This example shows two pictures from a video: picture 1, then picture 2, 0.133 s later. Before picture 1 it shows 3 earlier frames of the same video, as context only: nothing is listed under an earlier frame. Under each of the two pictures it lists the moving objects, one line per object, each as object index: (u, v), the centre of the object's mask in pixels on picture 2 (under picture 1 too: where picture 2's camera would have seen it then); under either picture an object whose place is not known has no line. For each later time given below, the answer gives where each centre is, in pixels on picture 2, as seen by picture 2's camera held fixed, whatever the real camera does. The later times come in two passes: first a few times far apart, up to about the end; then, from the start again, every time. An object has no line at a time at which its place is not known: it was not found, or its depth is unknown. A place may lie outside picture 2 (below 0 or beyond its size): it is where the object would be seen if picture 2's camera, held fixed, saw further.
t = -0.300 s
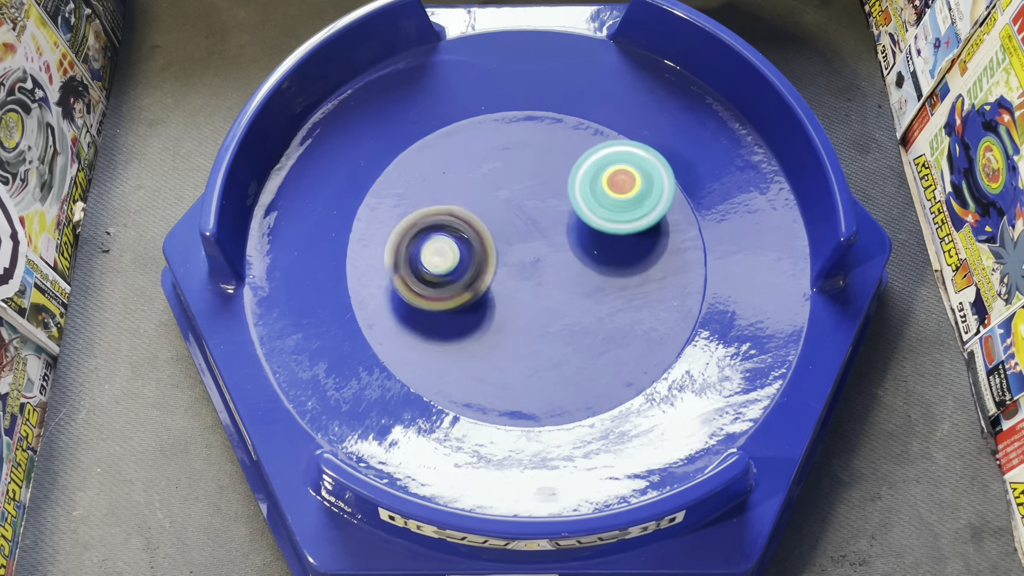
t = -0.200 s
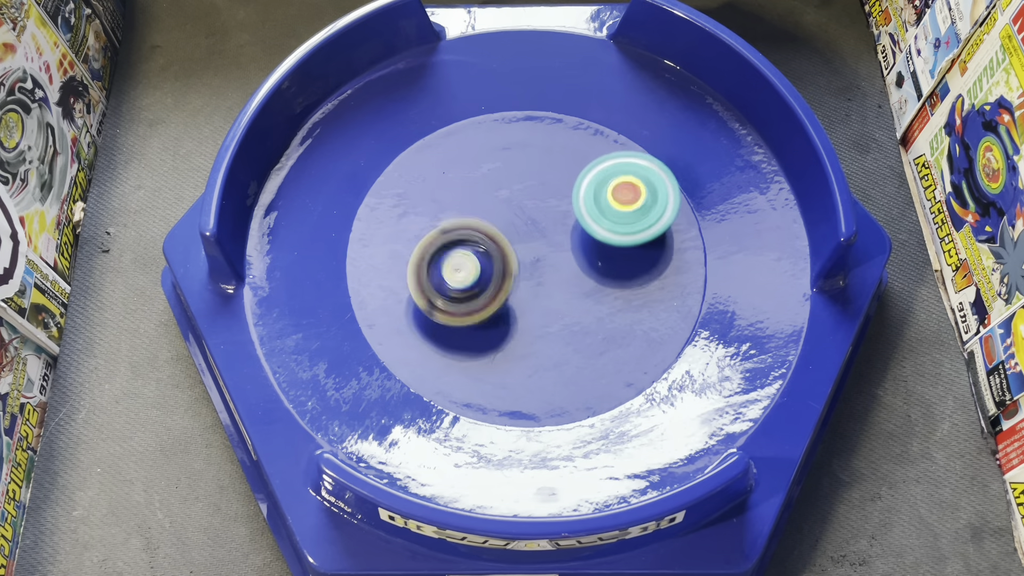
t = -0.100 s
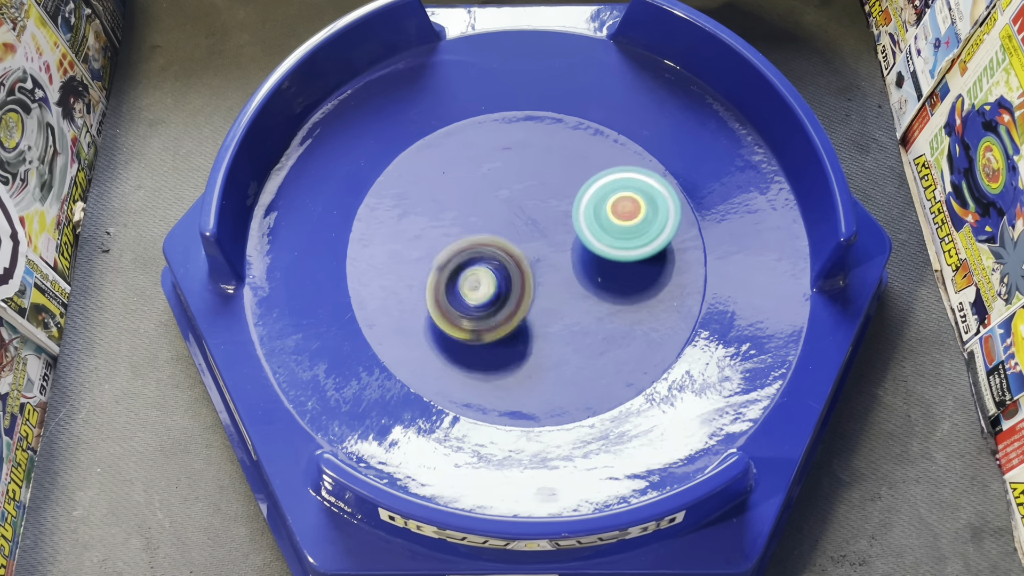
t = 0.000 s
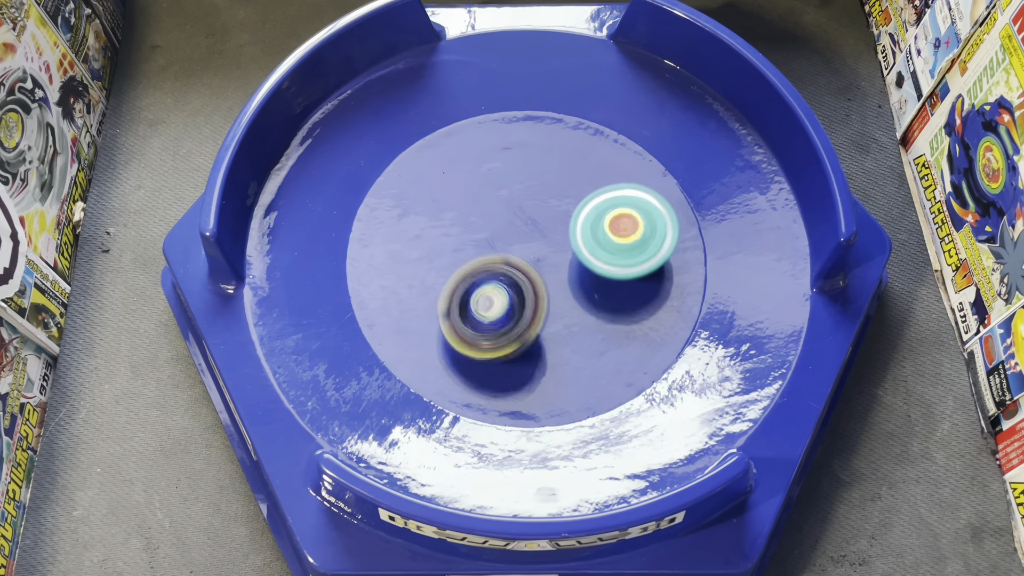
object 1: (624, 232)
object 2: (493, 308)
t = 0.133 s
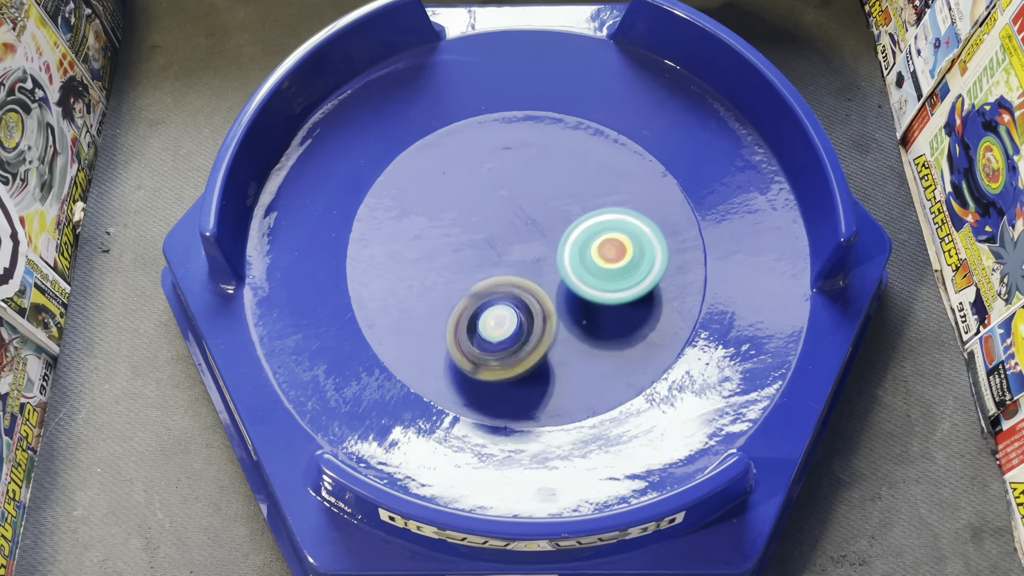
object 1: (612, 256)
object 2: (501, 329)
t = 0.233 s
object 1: (600, 274)
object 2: (502, 340)
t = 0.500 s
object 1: (609, 295)
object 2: (453, 367)
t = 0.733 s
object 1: (596, 312)
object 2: (471, 373)
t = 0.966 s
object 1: (568, 319)
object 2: (475, 364)
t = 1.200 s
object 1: (576, 302)
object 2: (474, 307)
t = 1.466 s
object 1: (619, 272)
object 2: (506, 231)
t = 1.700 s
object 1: (636, 266)
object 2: (549, 170)
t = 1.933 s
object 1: (638, 269)
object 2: (582, 173)
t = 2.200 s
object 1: (605, 310)
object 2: (599, 178)
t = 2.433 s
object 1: (557, 341)
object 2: (582, 234)
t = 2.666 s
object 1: (462, 424)
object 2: (628, 180)
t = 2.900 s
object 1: (437, 396)
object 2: (613, 170)
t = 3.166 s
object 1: (462, 331)
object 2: (594, 170)
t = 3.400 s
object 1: (517, 293)
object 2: (571, 159)
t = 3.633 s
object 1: (583, 285)
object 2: (564, 170)
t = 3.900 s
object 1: (644, 320)
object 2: (542, 160)
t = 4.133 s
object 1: (661, 367)
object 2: (517, 172)
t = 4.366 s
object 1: (623, 378)
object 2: (490, 178)
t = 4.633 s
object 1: (562, 341)
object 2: (489, 193)
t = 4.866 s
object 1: (549, 285)
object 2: (474, 193)
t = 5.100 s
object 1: (574, 235)
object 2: (466, 203)
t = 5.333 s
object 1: (626, 213)
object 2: (475, 209)
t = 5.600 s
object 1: (683, 236)
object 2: (460, 221)
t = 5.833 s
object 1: (686, 280)
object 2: (460, 227)
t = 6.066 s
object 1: (639, 311)
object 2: (483, 239)
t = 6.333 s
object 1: (570, 292)
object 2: (473, 246)
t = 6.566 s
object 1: (552, 263)
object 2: (464, 236)
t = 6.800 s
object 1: (579, 232)
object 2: (477, 234)
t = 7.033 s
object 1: (626, 229)
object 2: (508, 220)
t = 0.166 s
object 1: (608, 262)
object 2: (501, 333)
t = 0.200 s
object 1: (604, 268)
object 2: (502, 337)
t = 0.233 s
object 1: (600, 274)
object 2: (502, 340)
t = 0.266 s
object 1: (597, 278)
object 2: (501, 342)
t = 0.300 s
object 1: (593, 283)
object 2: (499, 344)
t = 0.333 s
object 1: (603, 283)
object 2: (481, 353)
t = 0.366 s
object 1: (606, 285)
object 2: (472, 360)
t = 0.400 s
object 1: (607, 287)
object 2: (461, 365)
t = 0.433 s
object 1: (608, 288)
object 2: (457, 366)
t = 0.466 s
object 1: (609, 292)
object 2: (453, 366)
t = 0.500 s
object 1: (609, 295)
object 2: (453, 367)
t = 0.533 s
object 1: (607, 298)
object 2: (456, 366)
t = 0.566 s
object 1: (605, 301)
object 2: (458, 367)
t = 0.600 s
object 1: (603, 303)
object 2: (462, 368)
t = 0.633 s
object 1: (601, 305)
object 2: (464, 369)
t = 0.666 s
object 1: (600, 308)
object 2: (467, 370)
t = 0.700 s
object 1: (599, 310)
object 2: (468, 372)
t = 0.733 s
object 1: (596, 312)
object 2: (471, 373)
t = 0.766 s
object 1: (593, 314)
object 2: (472, 374)
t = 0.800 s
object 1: (590, 315)
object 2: (473, 376)
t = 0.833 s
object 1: (586, 316)
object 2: (473, 376)
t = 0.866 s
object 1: (582, 318)
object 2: (473, 376)
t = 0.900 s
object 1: (578, 318)
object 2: (474, 373)
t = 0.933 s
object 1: (573, 319)
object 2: (474, 369)
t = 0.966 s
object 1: (568, 319)
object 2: (475, 364)
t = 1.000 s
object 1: (572, 318)
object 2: (468, 358)
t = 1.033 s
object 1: (575, 316)
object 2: (459, 352)
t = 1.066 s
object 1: (576, 314)
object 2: (456, 344)
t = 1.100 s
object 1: (576, 312)
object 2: (458, 337)
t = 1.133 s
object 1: (576, 310)
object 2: (463, 328)
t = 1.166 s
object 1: (576, 306)
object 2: (468, 319)
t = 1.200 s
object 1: (576, 302)
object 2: (474, 307)
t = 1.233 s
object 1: (592, 301)
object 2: (465, 296)
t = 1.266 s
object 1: (600, 299)
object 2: (462, 284)
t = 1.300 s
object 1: (604, 295)
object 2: (464, 275)
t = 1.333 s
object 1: (608, 290)
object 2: (469, 265)
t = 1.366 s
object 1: (612, 285)
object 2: (478, 257)
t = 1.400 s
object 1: (615, 281)
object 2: (486, 247)
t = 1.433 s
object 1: (617, 277)
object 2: (497, 238)
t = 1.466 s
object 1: (619, 272)
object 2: (506, 231)
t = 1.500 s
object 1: (619, 267)
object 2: (517, 221)
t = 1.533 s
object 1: (619, 262)
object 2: (527, 215)
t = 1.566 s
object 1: (619, 257)
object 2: (536, 206)
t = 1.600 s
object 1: (623, 259)
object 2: (542, 199)
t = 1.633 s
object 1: (629, 264)
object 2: (544, 184)
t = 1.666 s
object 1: (633, 266)
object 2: (545, 176)
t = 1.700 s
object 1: (636, 266)
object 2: (549, 170)
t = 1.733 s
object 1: (638, 267)
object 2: (554, 165)
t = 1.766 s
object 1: (639, 268)
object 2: (557, 166)
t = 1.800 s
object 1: (640, 268)
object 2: (561, 165)
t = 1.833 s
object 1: (641, 268)
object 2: (566, 166)
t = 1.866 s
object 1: (641, 269)
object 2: (571, 167)
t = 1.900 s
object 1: (640, 269)
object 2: (577, 170)
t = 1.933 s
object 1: (638, 269)
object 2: (582, 173)
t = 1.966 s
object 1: (636, 269)
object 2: (588, 176)
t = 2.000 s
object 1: (632, 269)
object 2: (594, 179)
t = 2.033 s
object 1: (628, 277)
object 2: (597, 179)
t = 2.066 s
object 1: (623, 287)
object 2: (599, 176)
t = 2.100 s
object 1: (618, 293)
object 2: (599, 174)
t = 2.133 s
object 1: (614, 299)
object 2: (599, 174)
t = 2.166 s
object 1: (610, 304)
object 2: (599, 175)
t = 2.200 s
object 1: (605, 310)
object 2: (599, 178)
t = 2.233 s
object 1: (600, 315)
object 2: (600, 183)
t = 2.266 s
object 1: (595, 319)
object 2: (599, 190)
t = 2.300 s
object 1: (589, 323)
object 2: (598, 198)
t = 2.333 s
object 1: (583, 327)
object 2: (596, 207)
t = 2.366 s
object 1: (576, 330)
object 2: (592, 217)
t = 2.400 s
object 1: (568, 332)
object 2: (586, 228)
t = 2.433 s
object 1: (557, 341)
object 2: (582, 234)
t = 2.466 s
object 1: (527, 373)
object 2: (598, 211)
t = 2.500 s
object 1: (504, 395)
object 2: (612, 195)
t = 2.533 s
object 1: (486, 409)
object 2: (623, 187)
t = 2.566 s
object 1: (477, 414)
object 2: (626, 183)
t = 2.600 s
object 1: (473, 418)
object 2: (625, 181)
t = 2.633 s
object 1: (468, 421)
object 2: (627, 180)
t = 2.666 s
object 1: (462, 424)
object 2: (628, 180)
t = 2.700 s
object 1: (455, 425)
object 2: (626, 183)
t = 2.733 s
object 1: (449, 424)
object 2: (623, 184)
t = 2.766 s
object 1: (444, 421)
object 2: (617, 183)
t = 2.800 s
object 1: (440, 416)
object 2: (613, 180)
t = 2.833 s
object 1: (438, 409)
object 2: (609, 175)
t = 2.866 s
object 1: (437, 403)
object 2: (610, 171)
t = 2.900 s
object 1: (437, 396)
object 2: (613, 170)
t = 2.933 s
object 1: (440, 388)
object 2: (613, 171)
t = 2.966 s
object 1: (443, 381)
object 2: (612, 172)
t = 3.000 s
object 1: (445, 373)
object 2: (611, 171)
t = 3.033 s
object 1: (447, 363)
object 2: (608, 172)
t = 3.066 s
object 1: (449, 355)
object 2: (604, 171)
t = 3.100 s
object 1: (452, 346)
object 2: (601, 171)
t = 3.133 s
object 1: (457, 339)
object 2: (597, 170)
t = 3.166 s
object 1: (462, 331)
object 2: (594, 170)
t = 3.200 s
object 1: (469, 324)
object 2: (588, 168)
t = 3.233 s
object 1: (476, 317)
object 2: (584, 166)
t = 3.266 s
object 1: (483, 311)
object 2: (582, 165)
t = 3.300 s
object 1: (491, 305)
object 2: (579, 164)
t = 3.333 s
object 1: (499, 300)
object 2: (574, 163)
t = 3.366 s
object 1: (507, 297)
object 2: (572, 160)
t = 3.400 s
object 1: (517, 293)
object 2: (571, 159)
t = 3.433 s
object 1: (527, 290)
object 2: (568, 159)
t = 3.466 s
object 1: (536, 287)
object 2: (568, 157)
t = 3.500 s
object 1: (546, 285)
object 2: (568, 157)
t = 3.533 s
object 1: (554, 284)
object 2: (568, 160)
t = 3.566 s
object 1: (564, 283)
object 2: (569, 163)
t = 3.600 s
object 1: (574, 284)
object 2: (567, 166)
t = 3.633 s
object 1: (583, 285)
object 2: (564, 170)
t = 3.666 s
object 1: (593, 287)
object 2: (557, 173)
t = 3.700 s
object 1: (601, 290)
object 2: (550, 173)
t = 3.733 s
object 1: (610, 293)
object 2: (545, 170)
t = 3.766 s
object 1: (617, 297)
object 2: (543, 165)
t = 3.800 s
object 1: (625, 303)
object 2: (542, 163)
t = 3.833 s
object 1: (632, 308)
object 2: (542, 162)
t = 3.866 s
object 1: (639, 314)
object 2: (543, 160)
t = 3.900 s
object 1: (644, 320)
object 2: (542, 160)
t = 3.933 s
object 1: (648, 327)
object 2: (541, 162)
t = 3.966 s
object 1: (652, 334)
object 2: (538, 165)
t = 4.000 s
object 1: (655, 342)
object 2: (535, 166)
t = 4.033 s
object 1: (657, 350)
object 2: (531, 167)
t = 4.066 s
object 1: (658, 357)
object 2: (526, 170)
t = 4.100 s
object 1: (660, 361)
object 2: (521, 172)
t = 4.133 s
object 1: (661, 367)
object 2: (517, 172)
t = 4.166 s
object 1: (659, 372)
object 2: (512, 174)
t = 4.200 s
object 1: (656, 376)
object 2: (507, 177)
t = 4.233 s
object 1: (651, 380)
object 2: (503, 177)
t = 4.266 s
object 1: (645, 382)
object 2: (498, 176)
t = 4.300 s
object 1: (639, 381)
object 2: (494, 177)
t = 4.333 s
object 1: (632, 380)
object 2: (492, 178)
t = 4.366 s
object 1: (623, 378)
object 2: (490, 178)
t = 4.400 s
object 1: (615, 376)
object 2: (486, 178)
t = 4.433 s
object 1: (606, 374)
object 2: (486, 177)
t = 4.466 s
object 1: (597, 370)
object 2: (488, 177)
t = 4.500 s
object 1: (589, 366)
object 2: (488, 179)
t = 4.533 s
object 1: (581, 360)
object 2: (488, 181)
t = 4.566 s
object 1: (573, 354)
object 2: (491, 184)
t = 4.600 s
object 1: (567, 348)
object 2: (492, 189)
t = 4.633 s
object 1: (562, 341)
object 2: (489, 193)
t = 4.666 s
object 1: (557, 334)
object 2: (485, 198)
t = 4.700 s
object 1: (554, 325)
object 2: (480, 199)
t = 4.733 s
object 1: (550, 317)
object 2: (477, 197)
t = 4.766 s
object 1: (548, 309)
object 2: (475, 196)
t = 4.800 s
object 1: (547, 301)
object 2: (475, 195)
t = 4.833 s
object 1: (548, 293)
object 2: (475, 194)
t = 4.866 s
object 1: (549, 285)
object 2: (474, 193)
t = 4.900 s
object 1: (550, 277)
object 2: (474, 195)
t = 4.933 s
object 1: (552, 269)
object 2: (475, 196)
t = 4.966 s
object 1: (555, 262)
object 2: (473, 197)
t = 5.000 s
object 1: (559, 255)
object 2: (471, 199)
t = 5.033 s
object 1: (563, 248)
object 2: (471, 201)
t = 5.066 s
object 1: (568, 242)
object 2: (469, 202)
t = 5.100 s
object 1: (574, 235)
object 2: (466, 203)
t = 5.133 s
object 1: (579, 230)
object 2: (466, 204)
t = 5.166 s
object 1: (586, 225)
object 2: (465, 203)
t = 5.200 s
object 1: (594, 221)
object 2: (465, 203)
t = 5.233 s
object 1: (602, 218)
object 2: (467, 205)
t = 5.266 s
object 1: (610, 215)
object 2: (468, 203)
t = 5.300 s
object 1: (618, 214)
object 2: (471, 205)
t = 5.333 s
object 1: (626, 213)
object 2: (475, 209)
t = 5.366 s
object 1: (634, 214)
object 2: (478, 213)
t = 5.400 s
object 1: (643, 214)
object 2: (476, 218)
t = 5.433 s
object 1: (651, 216)
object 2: (473, 221)
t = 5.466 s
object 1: (658, 218)
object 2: (469, 223)
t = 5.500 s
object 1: (665, 221)
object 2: (465, 223)
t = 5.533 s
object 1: (672, 226)
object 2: (463, 222)
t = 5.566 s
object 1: (678, 231)
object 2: (461, 221)
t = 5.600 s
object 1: (683, 236)
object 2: (460, 221)
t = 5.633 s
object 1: (687, 241)
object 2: (462, 222)
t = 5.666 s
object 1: (689, 248)
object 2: (462, 223)
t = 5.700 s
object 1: (691, 255)
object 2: (459, 224)
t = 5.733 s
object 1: (693, 261)
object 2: (460, 225)
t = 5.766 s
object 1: (693, 268)
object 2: (460, 226)
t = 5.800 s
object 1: (690, 274)
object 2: (459, 227)
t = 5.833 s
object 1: (686, 280)
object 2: (460, 227)
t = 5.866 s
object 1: (682, 287)
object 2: (460, 226)
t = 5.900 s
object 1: (677, 293)
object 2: (462, 226)
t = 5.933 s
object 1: (671, 298)
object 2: (467, 226)
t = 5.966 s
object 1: (664, 302)
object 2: (470, 226)
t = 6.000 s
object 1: (655, 306)
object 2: (475, 228)
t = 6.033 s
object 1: (647, 309)
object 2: (481, 232)
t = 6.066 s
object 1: (639, 311)
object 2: (483, 239)
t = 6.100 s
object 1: (630, 311)
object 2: (483, 245)
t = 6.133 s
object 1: (621, 311)
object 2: (479, 247)
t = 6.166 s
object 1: (611, 310)
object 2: (475, 248)
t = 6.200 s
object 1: (602, 308)
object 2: (474, 247)
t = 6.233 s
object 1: (593, 305)
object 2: (473, 245)
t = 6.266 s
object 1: (585, 302)
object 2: (472, 246)
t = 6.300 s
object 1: (578, 297)
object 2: (473, 246)
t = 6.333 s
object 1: (570, 292)
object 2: (473, 246)
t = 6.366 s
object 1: (566, 291)
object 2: (470, 241)
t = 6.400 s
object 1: (563, 291)
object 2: (467, 236)
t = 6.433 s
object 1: (559, 288)
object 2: (466, 234)
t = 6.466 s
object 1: (557, 284)
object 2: (464, 231)
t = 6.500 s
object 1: (553, 277)
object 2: (464, 230)
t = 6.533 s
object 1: (552, 270)
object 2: (466, 233)
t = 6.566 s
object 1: (552, 263)
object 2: (464, 236)
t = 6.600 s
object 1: (555, 260)
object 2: (464, 230)
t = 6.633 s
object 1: (559, 258)
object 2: (462, 224)
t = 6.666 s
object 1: (561, 253)
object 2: (460, 222)
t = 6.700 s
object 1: (565, 246)
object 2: (462, 226)
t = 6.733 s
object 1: (568, 240)
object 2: (467, 231)
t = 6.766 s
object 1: (572, 235)
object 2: (473, 235)
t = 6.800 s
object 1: (579, 232)
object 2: (477, 234)
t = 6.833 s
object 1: (585, 229)
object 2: (482, 233)
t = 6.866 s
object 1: (591, 227)
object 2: (487, 231)
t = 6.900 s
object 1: (597, 226)
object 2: (493, 230)
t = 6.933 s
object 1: (605, 226)
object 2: (500, 229)
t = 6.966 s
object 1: (612, 226)
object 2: (505, 225)
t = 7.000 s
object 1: (619, 226)
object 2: (507, 222)
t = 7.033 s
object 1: (626, 229)
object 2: (508, 220)
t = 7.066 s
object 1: (633, 231)
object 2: (509, 219)
